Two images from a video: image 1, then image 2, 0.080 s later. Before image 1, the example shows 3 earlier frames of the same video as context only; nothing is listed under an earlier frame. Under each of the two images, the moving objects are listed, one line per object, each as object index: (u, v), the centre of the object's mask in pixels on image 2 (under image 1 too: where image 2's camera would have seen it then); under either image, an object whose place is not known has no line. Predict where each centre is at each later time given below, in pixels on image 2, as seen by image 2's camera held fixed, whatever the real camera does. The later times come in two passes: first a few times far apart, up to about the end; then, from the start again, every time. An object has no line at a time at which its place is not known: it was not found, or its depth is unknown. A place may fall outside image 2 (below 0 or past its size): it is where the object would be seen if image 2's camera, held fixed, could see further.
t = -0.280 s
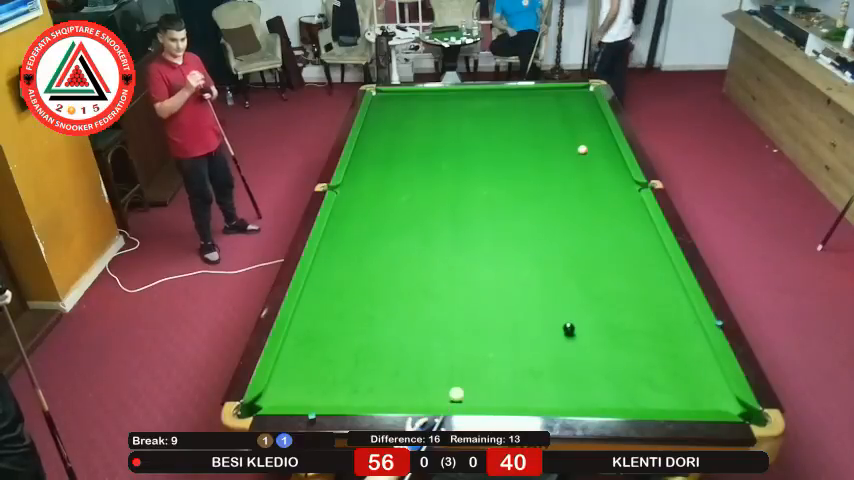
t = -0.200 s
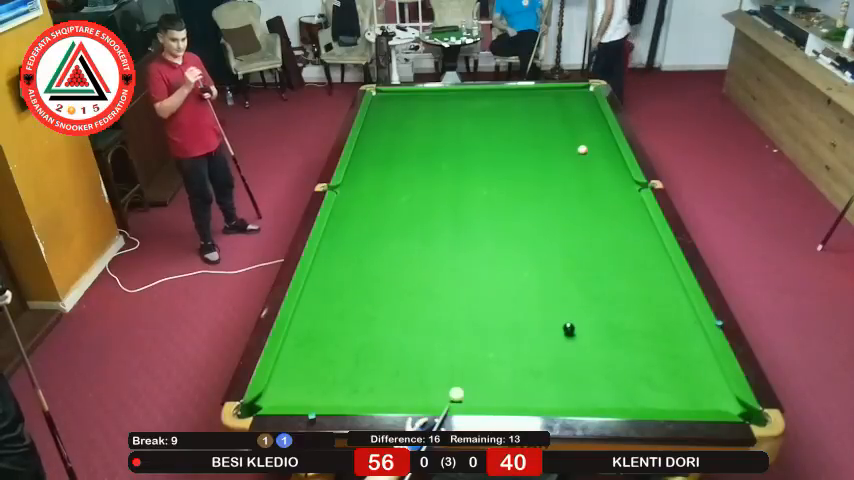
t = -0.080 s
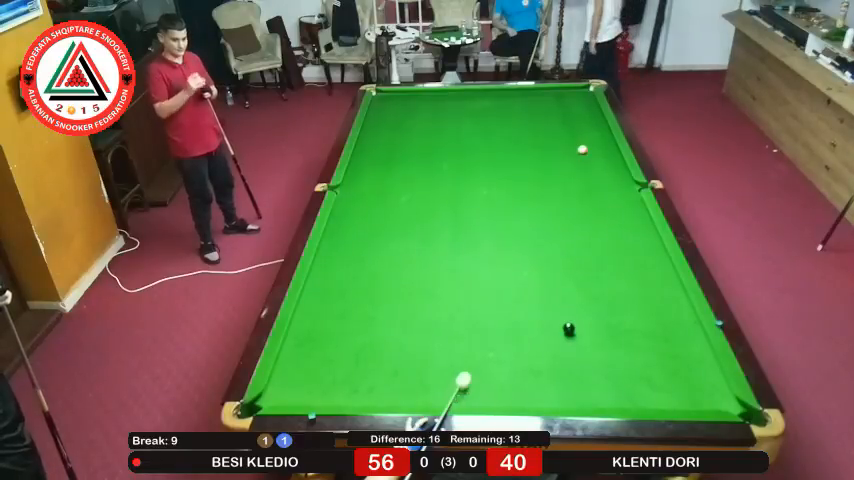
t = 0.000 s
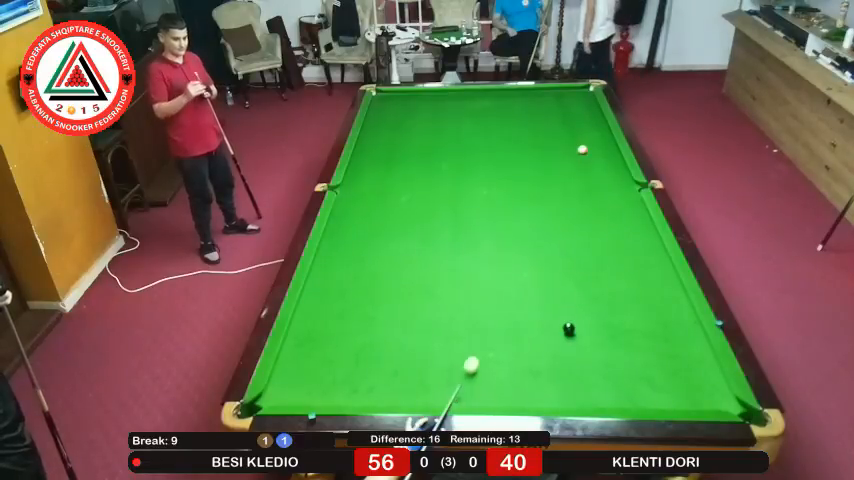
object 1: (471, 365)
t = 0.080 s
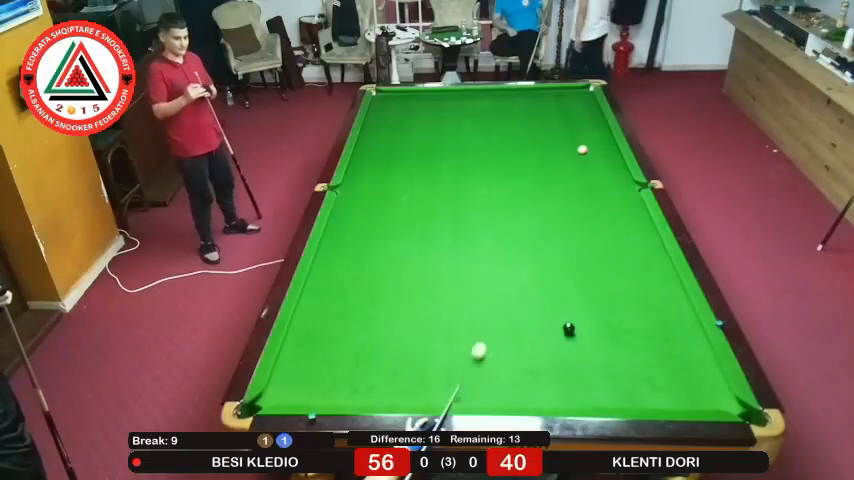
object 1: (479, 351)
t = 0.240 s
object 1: (492, 325)
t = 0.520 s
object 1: (512, 285)
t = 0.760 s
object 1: (527, 257)
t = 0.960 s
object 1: (538, 236)
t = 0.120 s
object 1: (482, 344)
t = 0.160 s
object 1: (485, 338)
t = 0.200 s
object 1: (489, 331)
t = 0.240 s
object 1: (492, 325)
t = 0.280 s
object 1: (495, 318)
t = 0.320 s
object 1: (498, 312)
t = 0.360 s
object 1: (501, 307)
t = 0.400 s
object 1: (504, 301)
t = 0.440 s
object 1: (507, 296)
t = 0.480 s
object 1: (510, 290)
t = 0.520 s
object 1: (512, 285)
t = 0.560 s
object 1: (515, 280)
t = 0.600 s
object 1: (518, 275)
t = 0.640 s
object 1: (520, 271)
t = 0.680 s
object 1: (522, 266)
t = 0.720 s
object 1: (525, 261)
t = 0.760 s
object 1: (527, 257)
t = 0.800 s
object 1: (529, 253)
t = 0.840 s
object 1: (532, 248)
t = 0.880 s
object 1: (534, 244)
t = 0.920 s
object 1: (536, 240)
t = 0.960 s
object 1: (538, 236)
